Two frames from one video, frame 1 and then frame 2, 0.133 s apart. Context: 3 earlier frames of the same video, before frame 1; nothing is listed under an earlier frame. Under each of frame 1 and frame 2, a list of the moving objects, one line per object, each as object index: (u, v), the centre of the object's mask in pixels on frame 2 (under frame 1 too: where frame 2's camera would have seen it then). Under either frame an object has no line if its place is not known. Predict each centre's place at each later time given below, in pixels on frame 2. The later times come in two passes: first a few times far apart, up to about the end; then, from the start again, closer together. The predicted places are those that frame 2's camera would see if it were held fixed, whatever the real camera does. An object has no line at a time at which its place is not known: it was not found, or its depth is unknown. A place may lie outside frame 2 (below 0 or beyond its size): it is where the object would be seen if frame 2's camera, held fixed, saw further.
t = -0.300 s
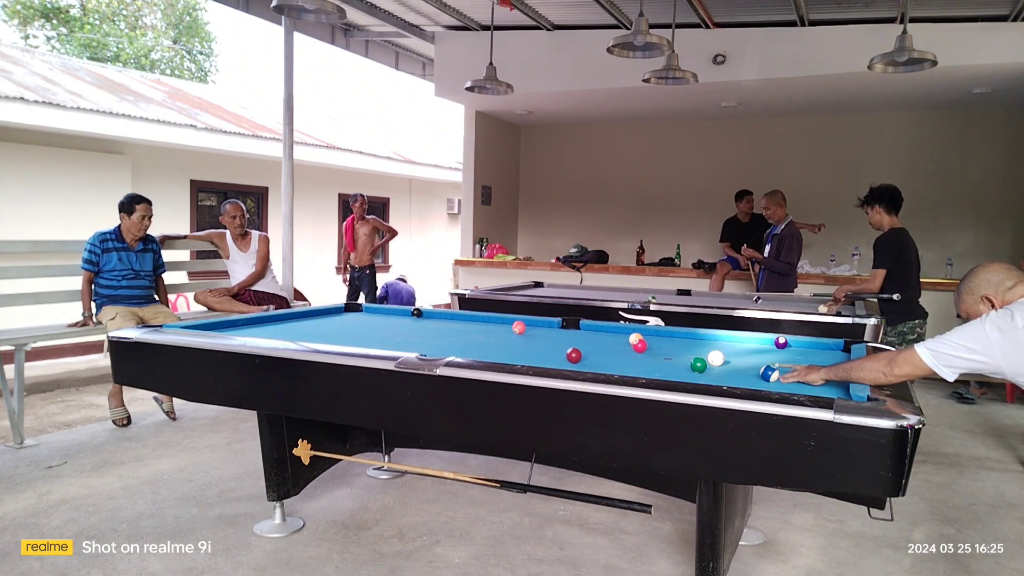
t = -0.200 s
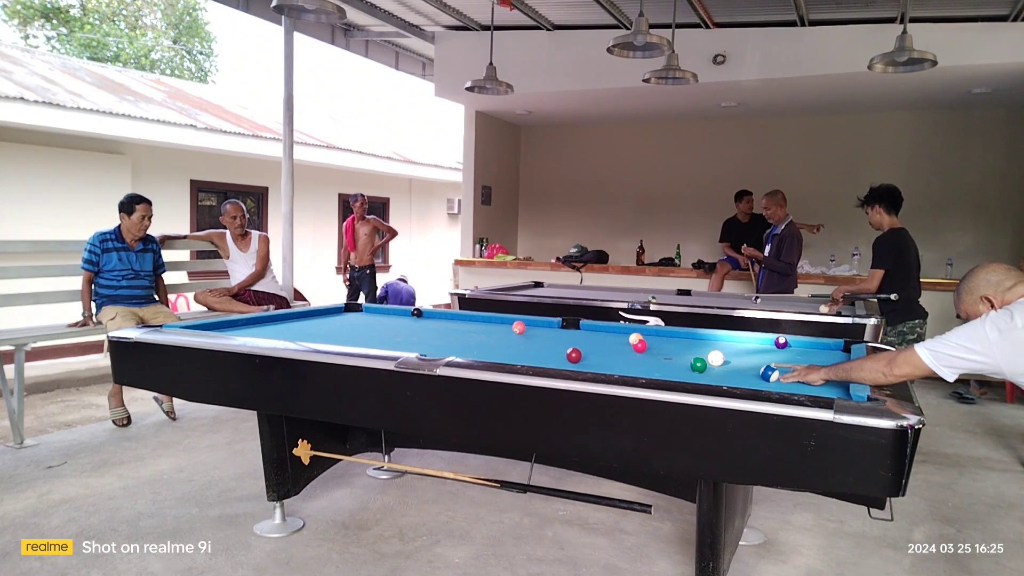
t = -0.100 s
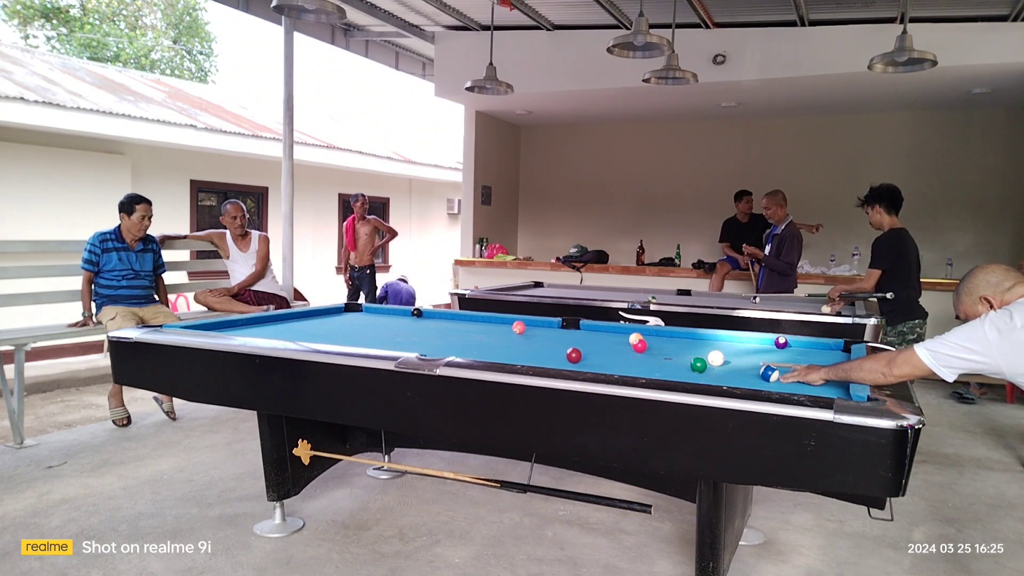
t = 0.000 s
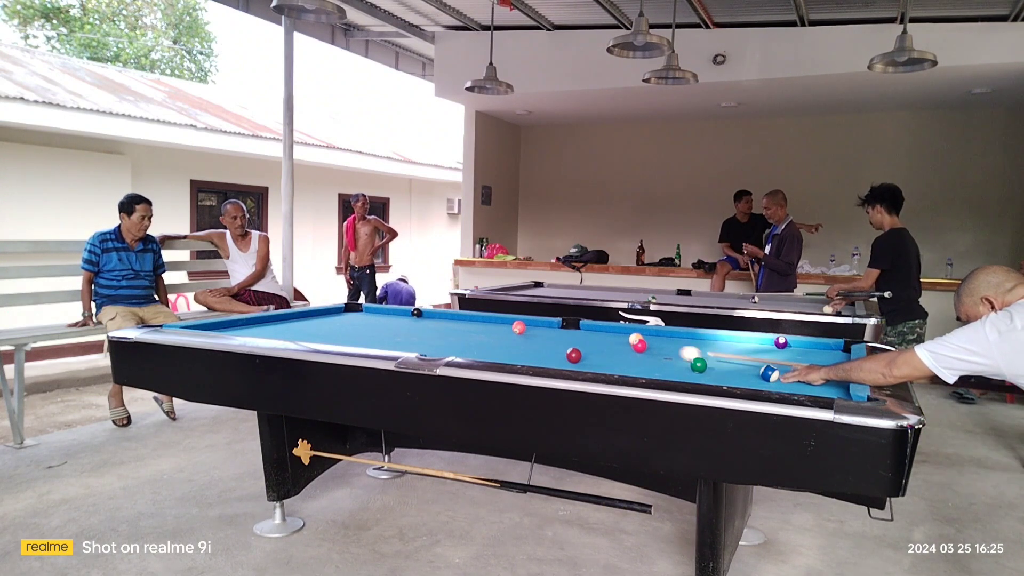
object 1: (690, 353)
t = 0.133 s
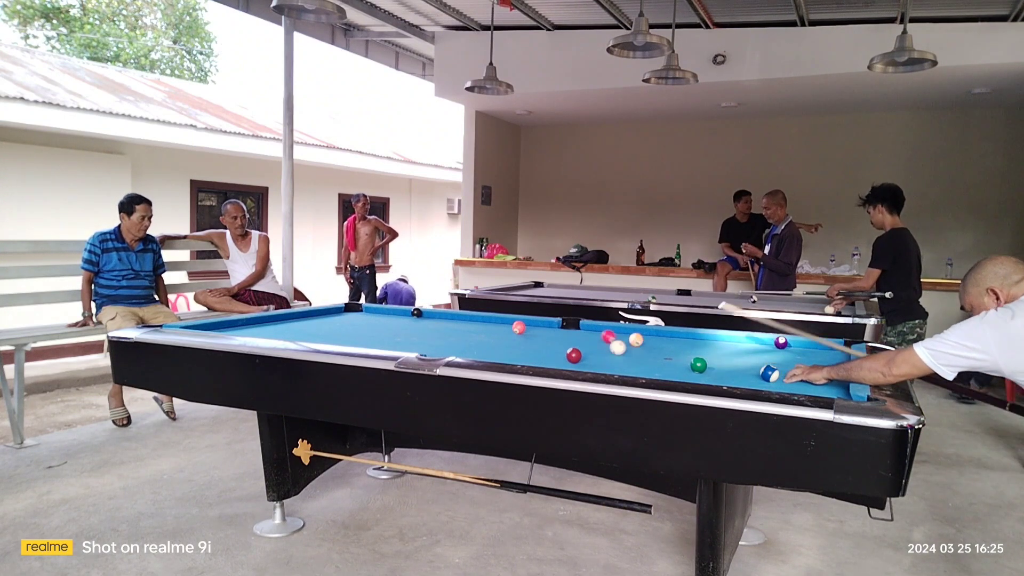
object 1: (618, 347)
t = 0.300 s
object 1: (562, 346)
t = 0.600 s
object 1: (464, 343)
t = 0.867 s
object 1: (378, 341)
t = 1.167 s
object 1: (282, 336)
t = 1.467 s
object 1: (232, 330)
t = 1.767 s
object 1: (210, 326)
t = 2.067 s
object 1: (263, 325)
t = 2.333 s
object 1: (305, 323)
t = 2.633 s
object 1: (352, 324)
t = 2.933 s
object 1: (393, 323)
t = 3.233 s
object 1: (431, 322)
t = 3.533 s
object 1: (466, 321)
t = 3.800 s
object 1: (495, 321)
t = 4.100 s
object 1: (525, 320)
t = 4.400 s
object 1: (532, 322)
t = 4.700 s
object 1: (538, 324)
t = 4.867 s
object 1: (541, 325)
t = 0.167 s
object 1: (607, 347)
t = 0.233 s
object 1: (585, 346)
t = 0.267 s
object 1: (573, 345)
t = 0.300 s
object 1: (562, 346)
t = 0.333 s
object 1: (551, 346)
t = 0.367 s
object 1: (540, 345)
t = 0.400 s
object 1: (529, 345)
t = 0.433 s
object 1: (519, 344)
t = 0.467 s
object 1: (508, 344)
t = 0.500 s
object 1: (497, 344)
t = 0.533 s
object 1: (486, 344)
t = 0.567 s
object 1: (475, 343)
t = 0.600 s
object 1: (464, 343)
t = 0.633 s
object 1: (453, 343)
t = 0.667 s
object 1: (442, 343)
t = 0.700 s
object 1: (431, 342)
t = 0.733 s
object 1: (421, 342)
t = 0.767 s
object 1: (410, 341)
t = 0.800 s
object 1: (399, 342)
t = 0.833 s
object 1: (389, 341)
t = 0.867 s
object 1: (378, 341)
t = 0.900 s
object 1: (367, 340)
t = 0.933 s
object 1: (357, 340)
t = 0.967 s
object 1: (346, 339)
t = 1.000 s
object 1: (335, 339)
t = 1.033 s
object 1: (324, 338)
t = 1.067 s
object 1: (314, 338)
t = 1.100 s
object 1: (303, 337)
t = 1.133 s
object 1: (292, 336)
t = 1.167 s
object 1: (282, 336)
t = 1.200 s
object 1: (271, 335)
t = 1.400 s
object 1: (240, 331)
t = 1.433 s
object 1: (236, 331)
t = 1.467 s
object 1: (232, 330)
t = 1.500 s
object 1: (228, 329)
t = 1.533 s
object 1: (224, 329)
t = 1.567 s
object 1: (220, 328)
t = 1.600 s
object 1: (217, 327)
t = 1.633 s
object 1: (213, 327)
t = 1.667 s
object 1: (210, 326)
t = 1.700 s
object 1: (206, 326)
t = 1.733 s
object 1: (204, 325)
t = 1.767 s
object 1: (210, 326)
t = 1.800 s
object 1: (216, 326)
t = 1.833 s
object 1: (222, 326)
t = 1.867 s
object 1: (229, 326)
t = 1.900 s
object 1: (234, 325)
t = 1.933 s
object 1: (240, 325)
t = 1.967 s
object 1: (246, 325)
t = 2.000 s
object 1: (252, 325)
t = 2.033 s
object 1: (257, 325)
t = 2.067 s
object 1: (263, 325)
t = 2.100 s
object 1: (269, 325)
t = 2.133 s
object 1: (274, 325)
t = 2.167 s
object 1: (280, 325)
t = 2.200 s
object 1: (285, 325)
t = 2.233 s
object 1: (291, 325)
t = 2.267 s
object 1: (296, 324)
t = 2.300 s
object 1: (301, 324)
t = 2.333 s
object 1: (305, 323)
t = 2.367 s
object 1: (314, 322)
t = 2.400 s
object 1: (317, 324)
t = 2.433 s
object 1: (322, 324)
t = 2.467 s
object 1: (327, 324)
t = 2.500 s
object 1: (332, 324)
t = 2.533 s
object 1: (337, 324)
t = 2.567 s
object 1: (342, 324)
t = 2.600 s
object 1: (347, 324)
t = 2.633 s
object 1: (352, 324)
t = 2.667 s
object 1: (357, 324)
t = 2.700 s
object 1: (361, 323)
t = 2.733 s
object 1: (366, 323)
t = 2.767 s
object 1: (370, 324)
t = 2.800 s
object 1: (375, 323)
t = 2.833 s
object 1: (380, 323)
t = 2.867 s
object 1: (384, 323)
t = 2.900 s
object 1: (389, 323)
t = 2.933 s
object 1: (393, 323)
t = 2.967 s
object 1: (398, 323)
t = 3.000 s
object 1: (402, 323)
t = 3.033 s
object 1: (406, 323)
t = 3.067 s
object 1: (411, 323)
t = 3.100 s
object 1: (415, 323)
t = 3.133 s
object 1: (419, 322)
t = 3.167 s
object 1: (423, 322)
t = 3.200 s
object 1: (427, 322)
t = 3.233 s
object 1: (431, 322)
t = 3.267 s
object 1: (435, 322)
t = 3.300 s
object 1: (439, 322)
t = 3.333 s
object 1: (443, 322)
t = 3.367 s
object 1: (447, 322)
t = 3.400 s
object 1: (451, 322)
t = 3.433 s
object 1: (455, 322)
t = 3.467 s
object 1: (459, 321)
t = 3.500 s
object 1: (462, 321)
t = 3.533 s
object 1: (466, 321)
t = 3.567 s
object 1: (470, 321)
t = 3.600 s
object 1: (473, 321)
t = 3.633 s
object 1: (477, 321)
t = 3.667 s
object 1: (481, 321)
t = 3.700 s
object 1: (484, 321)
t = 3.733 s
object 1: (488, 321)
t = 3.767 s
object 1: (491, 321)
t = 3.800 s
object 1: (495, 321)
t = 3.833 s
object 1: (498, 321)
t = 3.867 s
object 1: (501, 321)
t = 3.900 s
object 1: (505, 321)
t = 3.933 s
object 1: (508, 321)
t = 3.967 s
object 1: (511, 320)
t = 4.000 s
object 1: (514, 320)
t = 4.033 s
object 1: (517, 319)
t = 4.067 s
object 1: (521, 319)
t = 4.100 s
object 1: (525, 320)
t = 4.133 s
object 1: (527, 320)
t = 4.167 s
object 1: (528, 321)
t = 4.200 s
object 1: (528, 321)
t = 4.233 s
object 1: (529, 321)
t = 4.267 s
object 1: (530, 321)
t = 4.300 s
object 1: (530, 322)
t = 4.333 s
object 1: (531, 322)
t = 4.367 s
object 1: (532, 322)
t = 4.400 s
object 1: (532, 322)
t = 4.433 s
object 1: (533, 322)
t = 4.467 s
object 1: (534, 323)
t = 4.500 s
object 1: (534, 323)
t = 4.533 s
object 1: (535, 323)
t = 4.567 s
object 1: (535, 324)
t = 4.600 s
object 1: (536, 324)
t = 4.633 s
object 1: (537, 324)
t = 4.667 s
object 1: (538, 324)
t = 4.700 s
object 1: (538, 324)
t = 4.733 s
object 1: (539, 325)
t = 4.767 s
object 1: (539, 325)
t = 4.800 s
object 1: (540, 325)
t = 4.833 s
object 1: (541, 325)
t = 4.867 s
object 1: (541, 325)
